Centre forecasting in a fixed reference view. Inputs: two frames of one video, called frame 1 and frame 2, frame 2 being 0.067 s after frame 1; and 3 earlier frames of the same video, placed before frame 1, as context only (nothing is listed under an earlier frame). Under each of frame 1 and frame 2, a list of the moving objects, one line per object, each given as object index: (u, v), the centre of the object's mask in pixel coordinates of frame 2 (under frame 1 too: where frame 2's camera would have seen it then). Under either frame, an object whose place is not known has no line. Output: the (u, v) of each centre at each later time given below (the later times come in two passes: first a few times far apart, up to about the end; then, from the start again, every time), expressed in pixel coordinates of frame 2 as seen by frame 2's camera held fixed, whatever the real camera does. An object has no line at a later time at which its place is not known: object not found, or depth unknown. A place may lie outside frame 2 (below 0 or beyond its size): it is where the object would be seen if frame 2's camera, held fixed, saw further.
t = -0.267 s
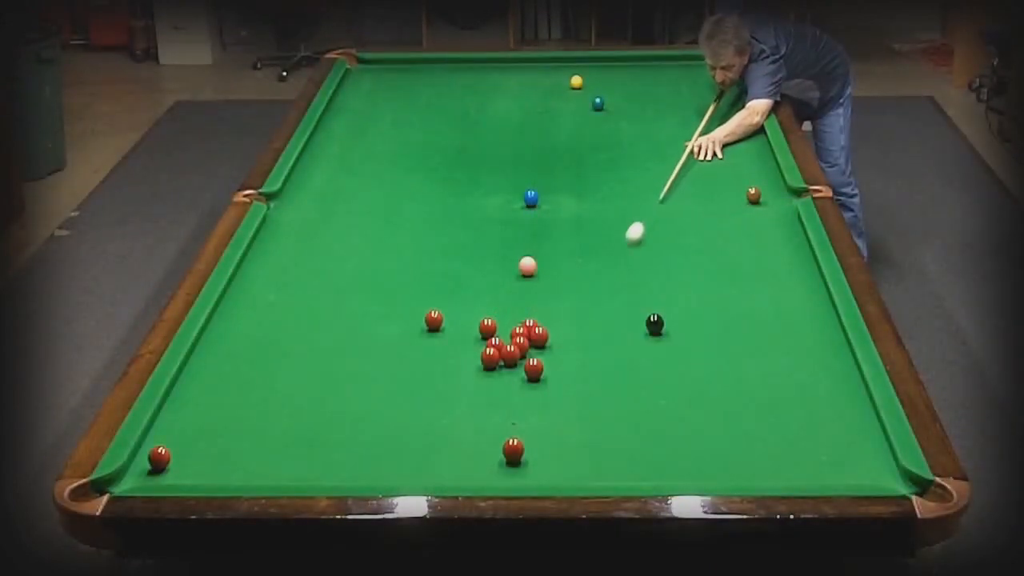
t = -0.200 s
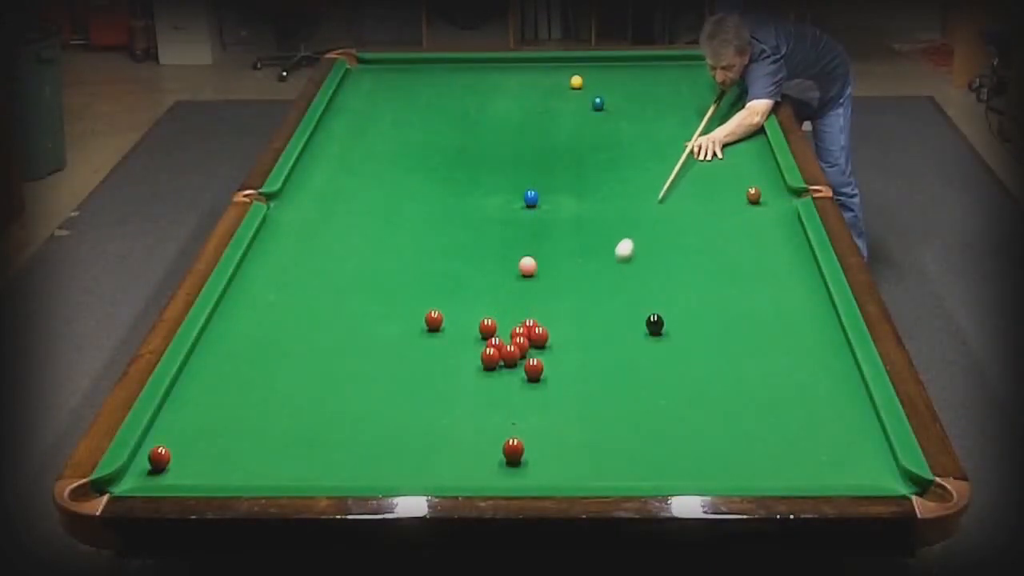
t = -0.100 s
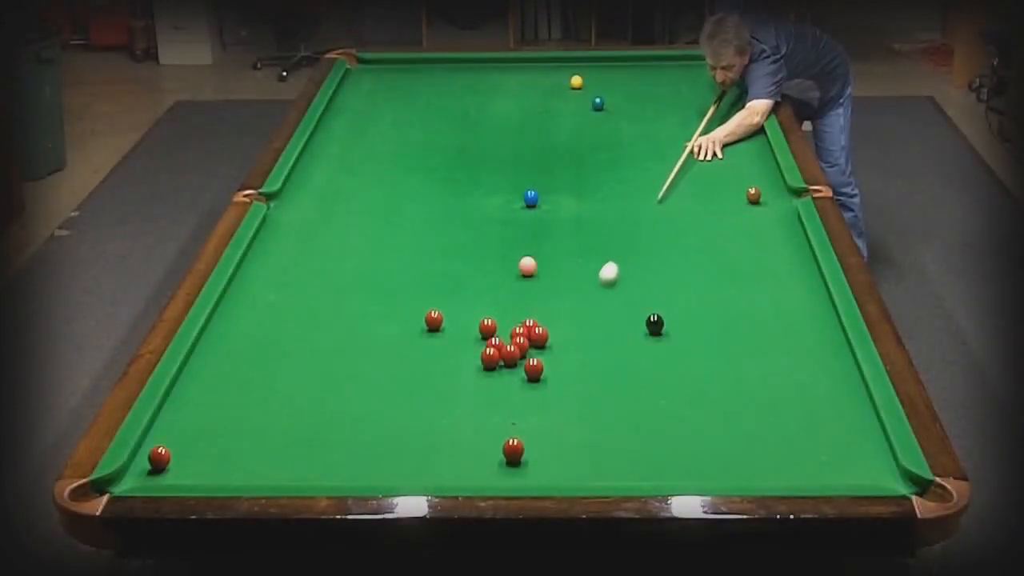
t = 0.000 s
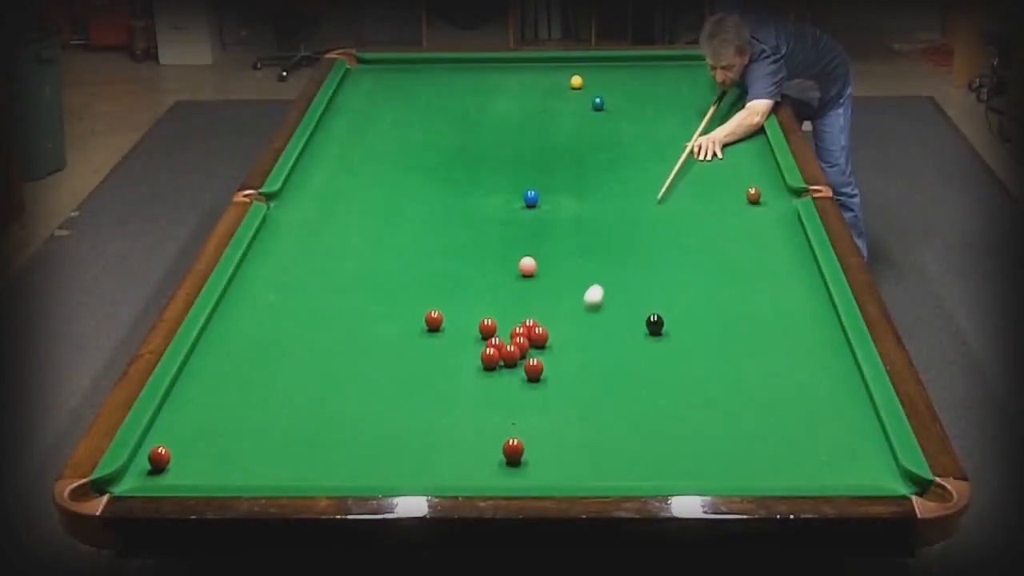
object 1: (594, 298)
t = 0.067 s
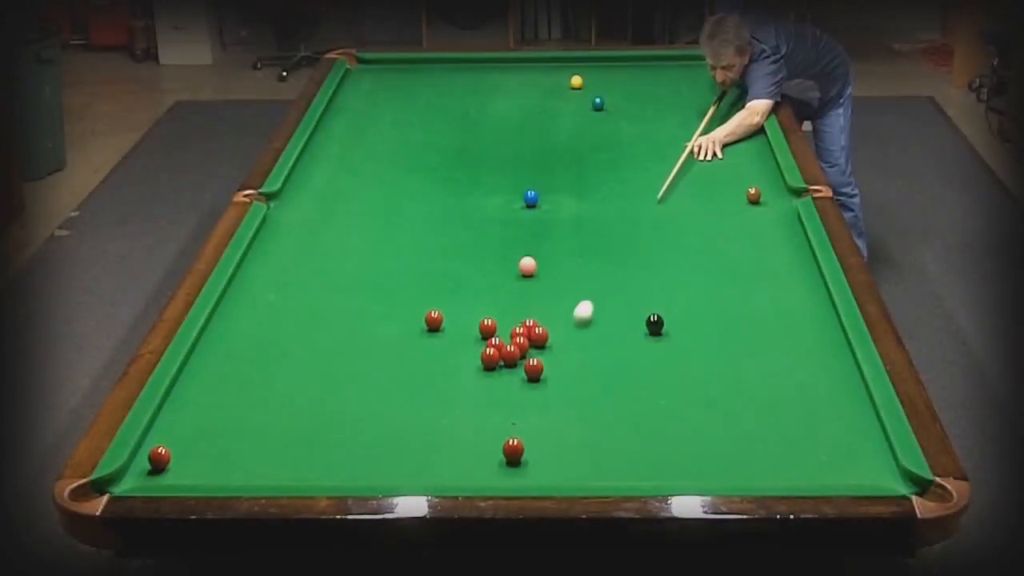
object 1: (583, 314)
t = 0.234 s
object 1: (556, 356)
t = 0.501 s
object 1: (589, 412)
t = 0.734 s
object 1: (622, 467)
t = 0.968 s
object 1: (663, 449)
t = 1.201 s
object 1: (701, 416)
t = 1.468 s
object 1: (739, 382)
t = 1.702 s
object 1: (769, 356)
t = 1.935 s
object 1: (796, 332)
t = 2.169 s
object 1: (821, 311)
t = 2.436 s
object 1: (805, 292)
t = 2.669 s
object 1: (784, 277)
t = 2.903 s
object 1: (765, 264)
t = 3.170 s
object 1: (745, 251)
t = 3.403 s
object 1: (729, 240)
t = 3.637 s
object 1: (715, 230)
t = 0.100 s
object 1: (578, 322)
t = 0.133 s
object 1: (572, 331)
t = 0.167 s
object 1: (567, 339)
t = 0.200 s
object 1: (561, 348)
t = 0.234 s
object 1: (556, 356)
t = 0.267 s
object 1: (553, 366)
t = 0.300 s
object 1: (559, 372)
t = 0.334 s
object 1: (565, 378)
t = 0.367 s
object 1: (571, 384)
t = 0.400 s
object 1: (575, 391)
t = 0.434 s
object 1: (580, 398)
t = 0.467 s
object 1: (584, 405)
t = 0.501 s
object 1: (589, 412)
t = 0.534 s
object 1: (593, 420)
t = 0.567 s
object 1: (598, 427)
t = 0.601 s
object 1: (603, 435)
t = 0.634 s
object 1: (607, 442)
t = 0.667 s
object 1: (612, 451)
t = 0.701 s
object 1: (618, 459)
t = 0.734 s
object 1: (622, 467)
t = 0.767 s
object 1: (627, 472)
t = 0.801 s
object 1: (633, 475)
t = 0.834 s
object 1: (640, 470)
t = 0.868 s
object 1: (646, 467)
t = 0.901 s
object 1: (652, 460)
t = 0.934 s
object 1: (658, 454)
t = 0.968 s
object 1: (663, 449)
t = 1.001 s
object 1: (669, 444)
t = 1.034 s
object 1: (674, 439)
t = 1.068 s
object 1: (680, 435)
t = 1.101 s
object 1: (685, 430)
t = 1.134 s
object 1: (690, 425)
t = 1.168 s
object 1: (696, 421)
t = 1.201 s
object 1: (701, 416)
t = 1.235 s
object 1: (706, 412)
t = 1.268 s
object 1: (711, 407)
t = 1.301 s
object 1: (716, 403)
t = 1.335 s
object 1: (720, 399)
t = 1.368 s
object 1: (725, 394)
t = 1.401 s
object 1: (730, 391)
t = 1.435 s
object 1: (735, 386)
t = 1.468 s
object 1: (739, 382)
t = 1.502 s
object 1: (744, 378)
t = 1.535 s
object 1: (748, 374)
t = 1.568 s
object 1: (752, 371)
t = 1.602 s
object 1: (756, 367)
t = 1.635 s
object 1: (761, 363)
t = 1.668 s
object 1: (765, 359)
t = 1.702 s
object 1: (769, 356)
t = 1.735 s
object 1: (773, 352)
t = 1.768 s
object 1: (777, 349)
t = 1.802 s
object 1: (781, 345)
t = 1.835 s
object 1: (785, 342)
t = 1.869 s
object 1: (789, 339)
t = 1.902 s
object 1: (793, 336)
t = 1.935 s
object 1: (796, 332)
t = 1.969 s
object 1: (800, 329)
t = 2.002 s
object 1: (804, 326)
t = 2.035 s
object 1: (807, 323)
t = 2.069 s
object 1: (811, 320)
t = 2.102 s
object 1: (814, 317)
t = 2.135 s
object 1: (818, 314)
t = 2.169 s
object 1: (821, 311)
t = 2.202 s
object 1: (824, 308)
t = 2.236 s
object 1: (825, 305)
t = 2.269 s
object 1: (822, 303)
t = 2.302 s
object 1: (818, 301)
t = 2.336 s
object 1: (815, 298)
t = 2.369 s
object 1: (811, 296)
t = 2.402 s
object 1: (808, 294)
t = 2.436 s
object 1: (805, 292)
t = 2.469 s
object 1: (802, 289)
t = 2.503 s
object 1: (799, 287)
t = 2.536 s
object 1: (796, 285)
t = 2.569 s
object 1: (793, 283)
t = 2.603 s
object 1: (790, 281)
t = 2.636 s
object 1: (787, 279)
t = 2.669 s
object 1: (784, 277)
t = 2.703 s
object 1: (781, 275)
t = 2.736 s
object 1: (778, 273)
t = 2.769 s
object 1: (775, 271)
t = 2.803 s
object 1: (773, 270)
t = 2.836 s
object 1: (770, 268)
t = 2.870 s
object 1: (767, 266)
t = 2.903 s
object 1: (765, 264)
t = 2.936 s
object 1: (762, 262)
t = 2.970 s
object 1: (759, 260)
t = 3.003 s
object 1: (757, 259)
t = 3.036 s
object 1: (754, 257)
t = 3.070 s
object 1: (752, 256)
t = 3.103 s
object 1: (749, 254)
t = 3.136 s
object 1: (747, 252)
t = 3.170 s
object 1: (745, 251)
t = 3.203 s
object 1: (742, 249)
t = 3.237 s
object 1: (740, 247)
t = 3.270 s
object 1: (738, 246)
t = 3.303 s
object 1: (735, 244)
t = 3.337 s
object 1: (733, 243)
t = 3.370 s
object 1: (731, 242)
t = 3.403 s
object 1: (729, 240)
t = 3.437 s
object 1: (727, 239)
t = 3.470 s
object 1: (725, 237)
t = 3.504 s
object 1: (723, 236)
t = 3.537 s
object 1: (721, 234)
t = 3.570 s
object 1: (719, 233)
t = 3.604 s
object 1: (717, 232)
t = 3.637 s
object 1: (715, 230)
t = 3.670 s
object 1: (713, 229)
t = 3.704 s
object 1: (711, 228)
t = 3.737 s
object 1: (709, 226)
